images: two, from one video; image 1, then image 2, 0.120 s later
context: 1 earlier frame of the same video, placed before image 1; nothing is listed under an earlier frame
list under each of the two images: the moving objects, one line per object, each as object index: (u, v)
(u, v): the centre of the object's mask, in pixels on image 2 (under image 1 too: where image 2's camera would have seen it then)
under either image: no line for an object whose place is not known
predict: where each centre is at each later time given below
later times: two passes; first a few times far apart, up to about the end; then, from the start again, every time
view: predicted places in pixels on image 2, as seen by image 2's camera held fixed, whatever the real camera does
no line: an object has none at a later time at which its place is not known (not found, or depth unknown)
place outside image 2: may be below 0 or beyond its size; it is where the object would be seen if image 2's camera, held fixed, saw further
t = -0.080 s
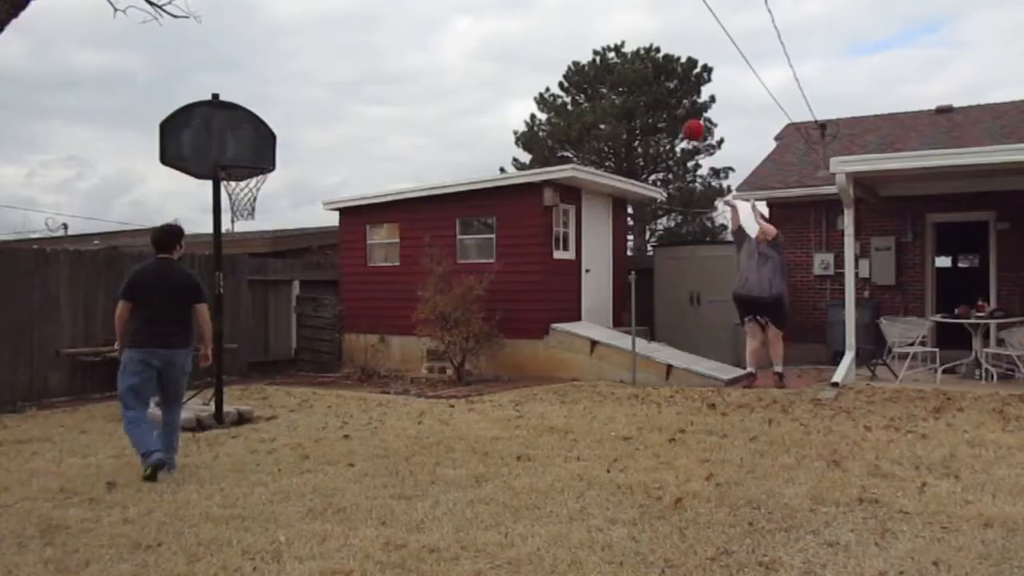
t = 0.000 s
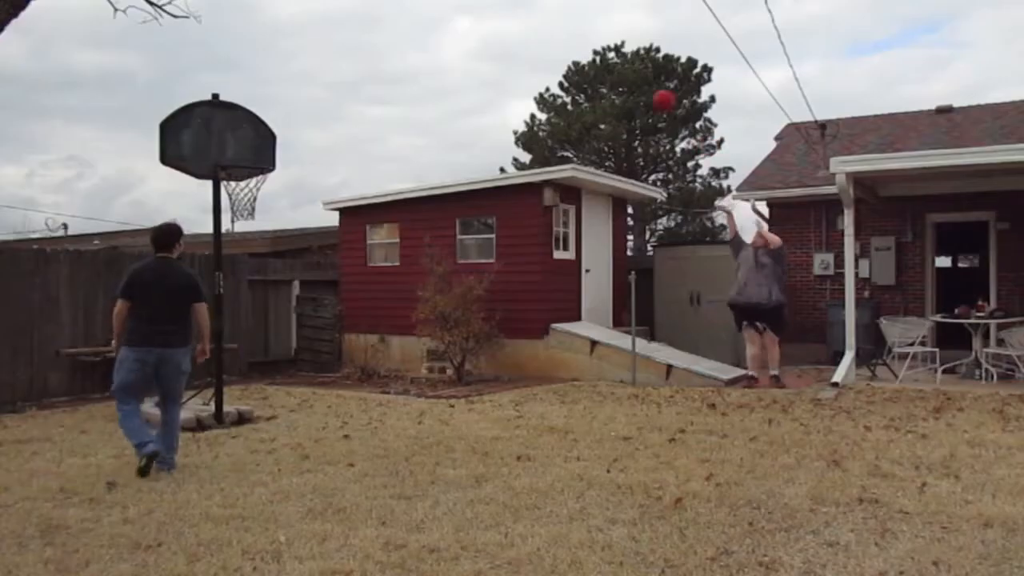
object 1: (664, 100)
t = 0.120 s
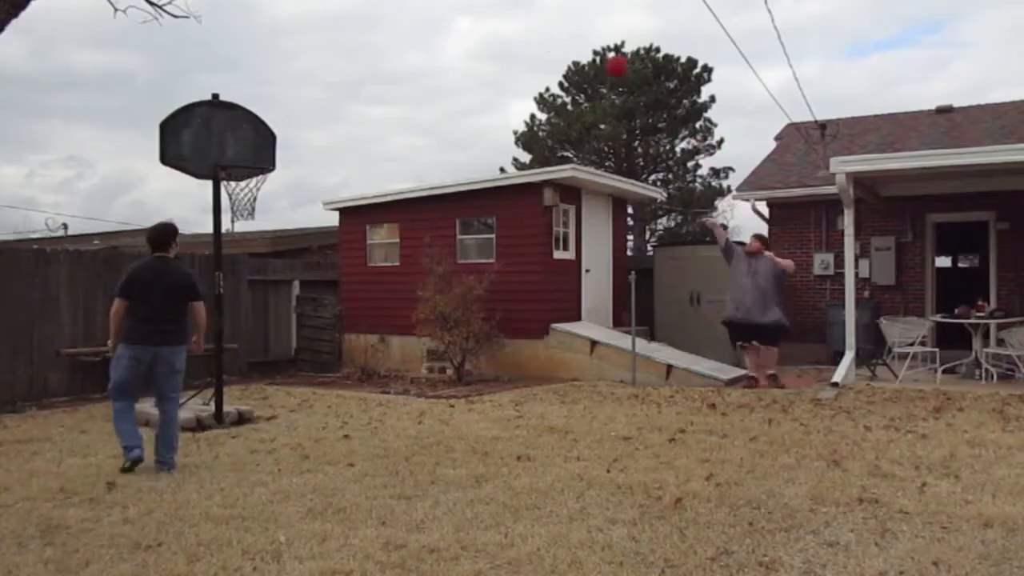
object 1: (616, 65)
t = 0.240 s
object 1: (567, 43)
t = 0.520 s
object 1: (441, 43)
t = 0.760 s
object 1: (320, 108)
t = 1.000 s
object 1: (213, 139)
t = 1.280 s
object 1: (105, 153)
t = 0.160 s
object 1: (601, 57)
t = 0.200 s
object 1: (584, 50)
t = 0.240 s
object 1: (567, 43)
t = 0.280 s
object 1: (550, 39)
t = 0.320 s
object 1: (533, 35)
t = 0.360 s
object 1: (515, 34)
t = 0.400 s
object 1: (497, 34)
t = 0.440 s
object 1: (479, 35)
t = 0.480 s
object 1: (460, 38)
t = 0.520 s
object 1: (441, 43)
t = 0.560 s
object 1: (422, 49)
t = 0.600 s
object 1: (402, 57)
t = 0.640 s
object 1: (382, 67)
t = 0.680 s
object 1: (362, 79)
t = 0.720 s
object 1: (341, 93)
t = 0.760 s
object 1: (320, 108)
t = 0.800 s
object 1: (298, 126)
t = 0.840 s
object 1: (276, 145)
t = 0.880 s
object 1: (257, 154)
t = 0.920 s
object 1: (242, 149)
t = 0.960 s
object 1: (228, 145)
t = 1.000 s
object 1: (213, 139)
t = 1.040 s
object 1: (199, 136)
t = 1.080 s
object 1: (183, 134)
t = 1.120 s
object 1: (168, 134)
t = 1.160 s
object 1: (153, 136)
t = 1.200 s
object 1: (137, 140)
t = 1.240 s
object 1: (122, 145)
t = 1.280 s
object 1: (105, 153)
